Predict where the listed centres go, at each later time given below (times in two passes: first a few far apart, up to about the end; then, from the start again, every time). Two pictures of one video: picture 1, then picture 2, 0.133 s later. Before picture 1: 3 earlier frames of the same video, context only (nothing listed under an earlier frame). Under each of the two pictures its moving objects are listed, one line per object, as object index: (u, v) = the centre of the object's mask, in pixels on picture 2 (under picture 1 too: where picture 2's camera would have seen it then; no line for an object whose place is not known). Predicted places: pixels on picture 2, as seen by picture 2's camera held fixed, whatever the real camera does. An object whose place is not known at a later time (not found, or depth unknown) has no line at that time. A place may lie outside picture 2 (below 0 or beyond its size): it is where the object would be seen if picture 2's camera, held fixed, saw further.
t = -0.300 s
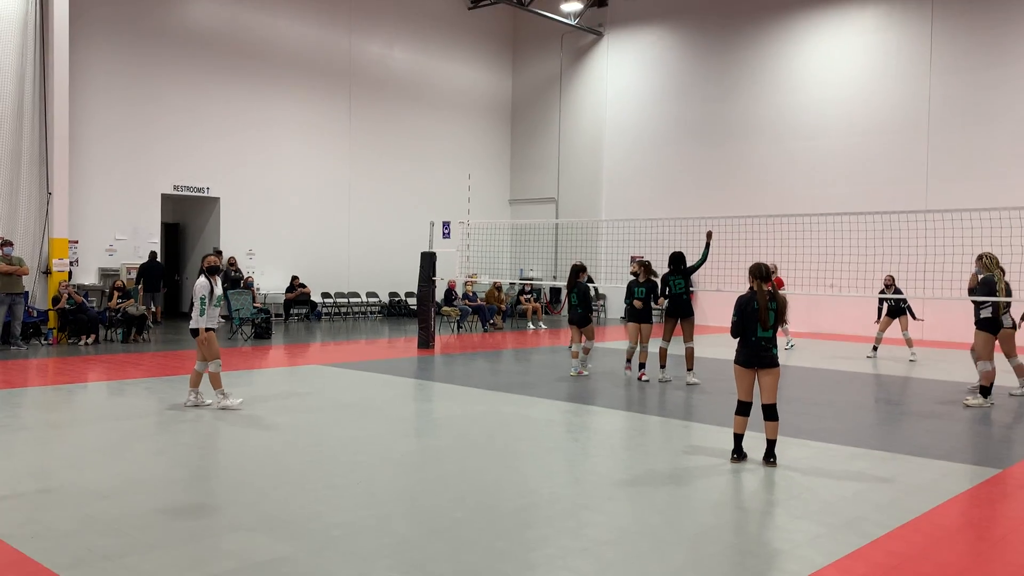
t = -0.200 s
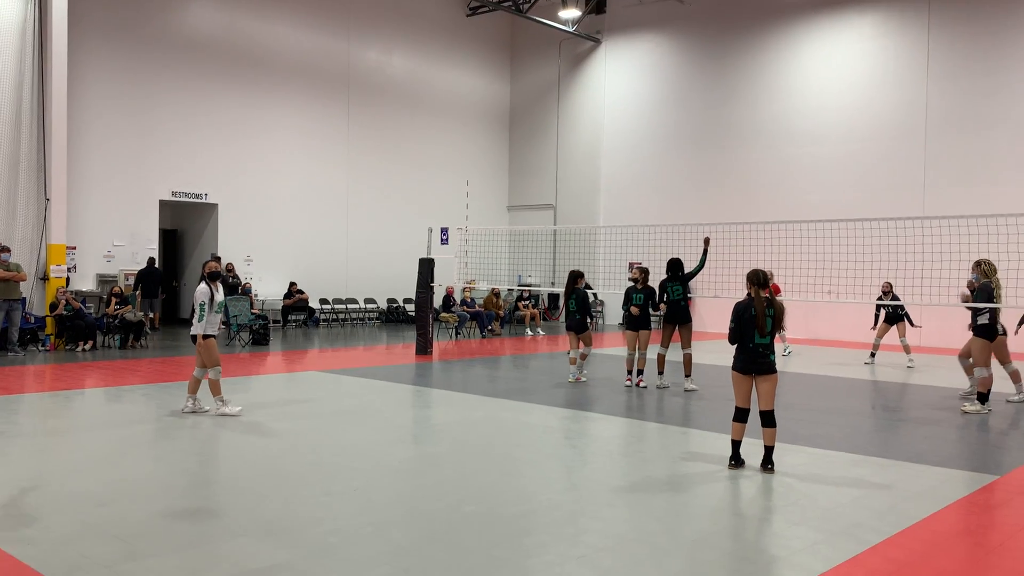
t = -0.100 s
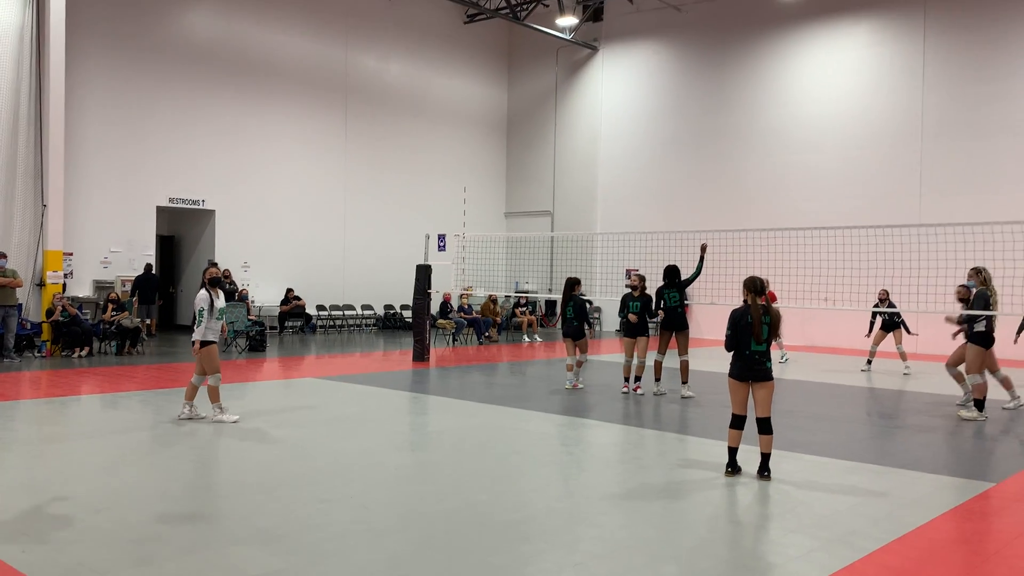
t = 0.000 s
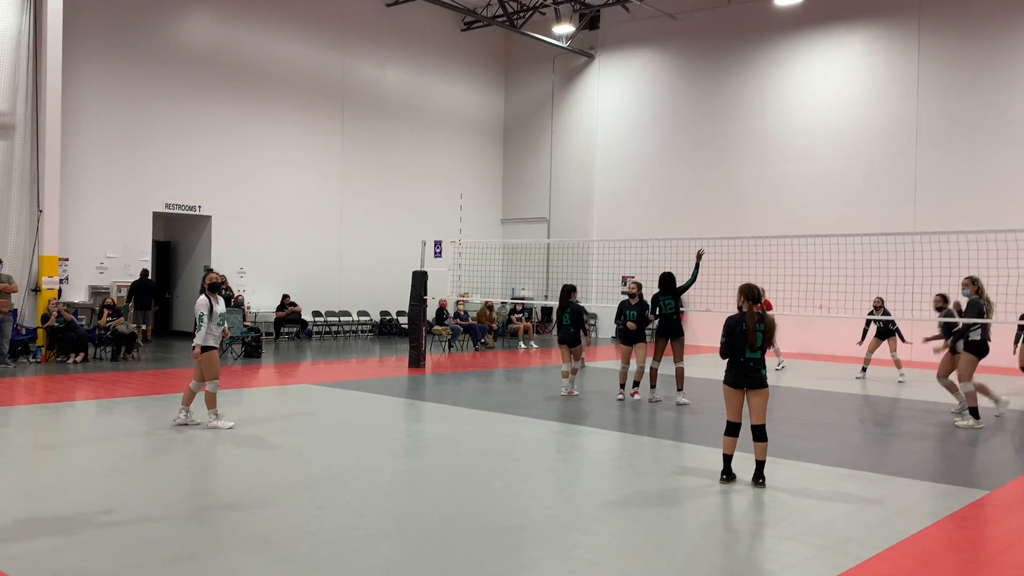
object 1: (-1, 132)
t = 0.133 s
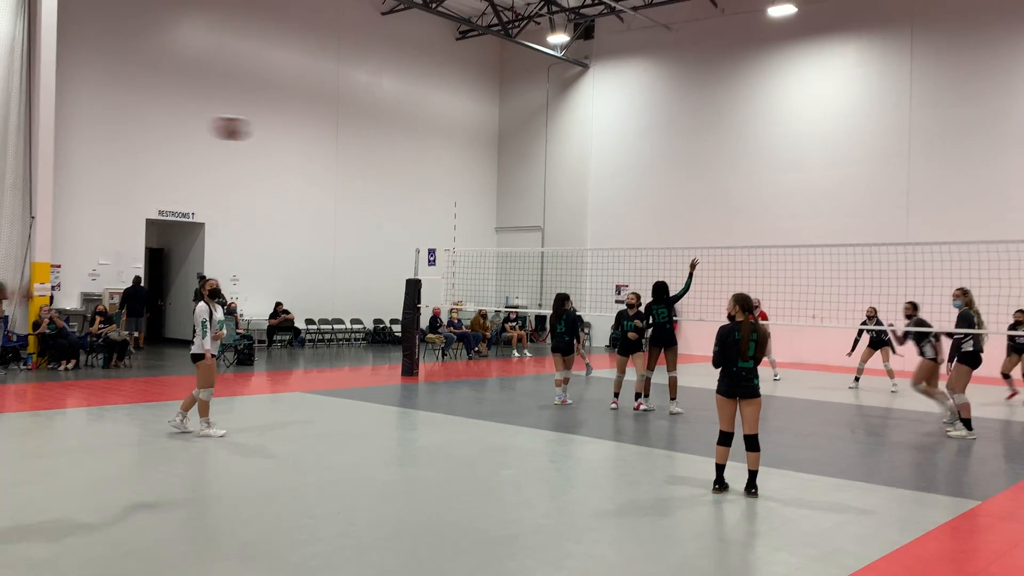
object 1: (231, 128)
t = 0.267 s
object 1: (383, 140)
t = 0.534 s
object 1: (553, 187)
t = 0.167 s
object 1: (276, 129)
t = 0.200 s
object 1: (315, 132)
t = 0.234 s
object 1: (350, 136)
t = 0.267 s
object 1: (383, 140)
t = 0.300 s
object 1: (411, 144)
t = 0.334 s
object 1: (437, 149)
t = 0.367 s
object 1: (461, 155)
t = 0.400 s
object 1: (483, 160)
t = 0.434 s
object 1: (503, 166)
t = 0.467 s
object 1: (521, 173)
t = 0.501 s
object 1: (538, 180)
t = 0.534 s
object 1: (553, 187)
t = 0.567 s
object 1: (567, 194)
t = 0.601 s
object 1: (580, 202)
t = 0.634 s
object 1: (592, 209)
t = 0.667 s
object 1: (603, 217)
